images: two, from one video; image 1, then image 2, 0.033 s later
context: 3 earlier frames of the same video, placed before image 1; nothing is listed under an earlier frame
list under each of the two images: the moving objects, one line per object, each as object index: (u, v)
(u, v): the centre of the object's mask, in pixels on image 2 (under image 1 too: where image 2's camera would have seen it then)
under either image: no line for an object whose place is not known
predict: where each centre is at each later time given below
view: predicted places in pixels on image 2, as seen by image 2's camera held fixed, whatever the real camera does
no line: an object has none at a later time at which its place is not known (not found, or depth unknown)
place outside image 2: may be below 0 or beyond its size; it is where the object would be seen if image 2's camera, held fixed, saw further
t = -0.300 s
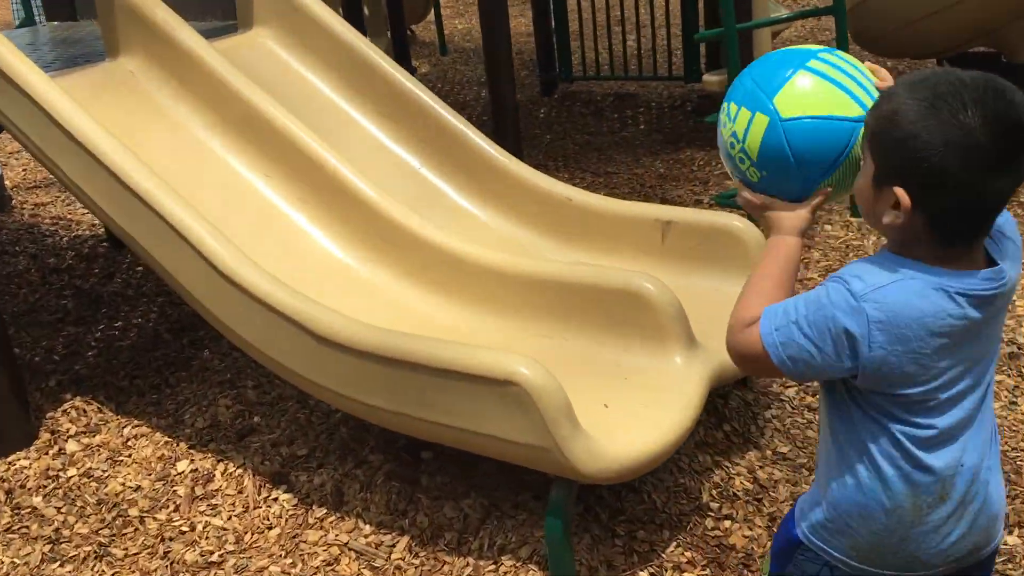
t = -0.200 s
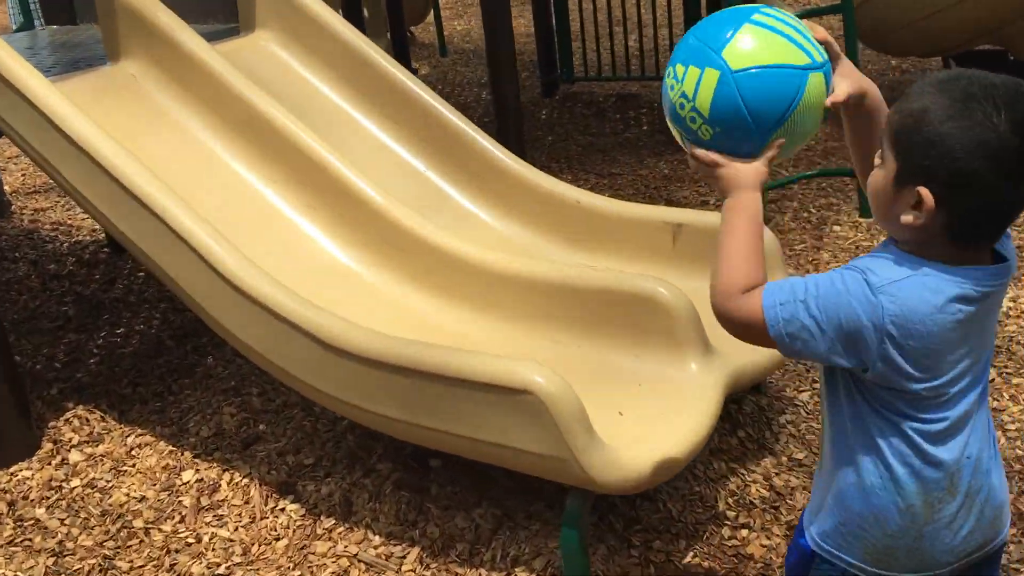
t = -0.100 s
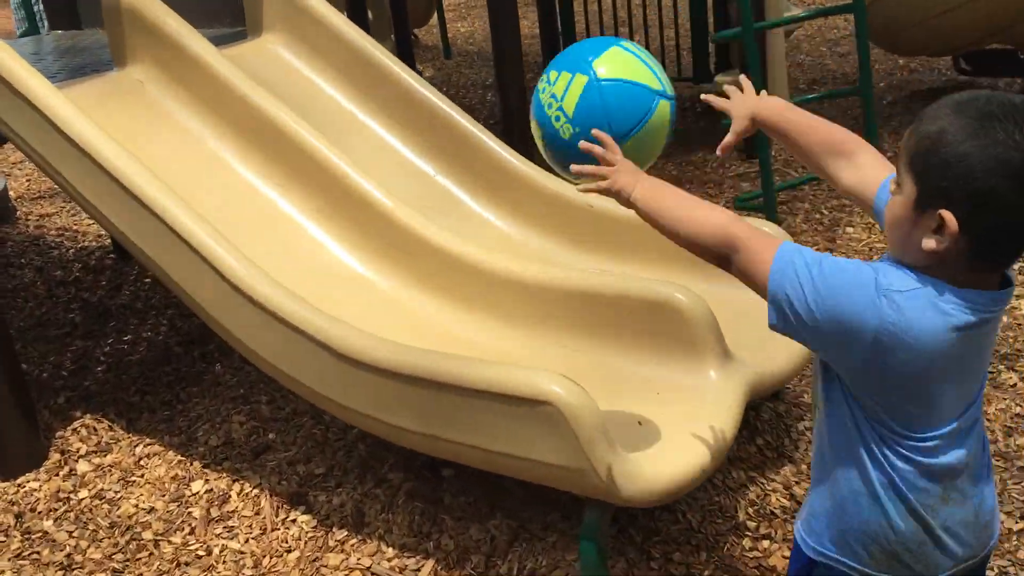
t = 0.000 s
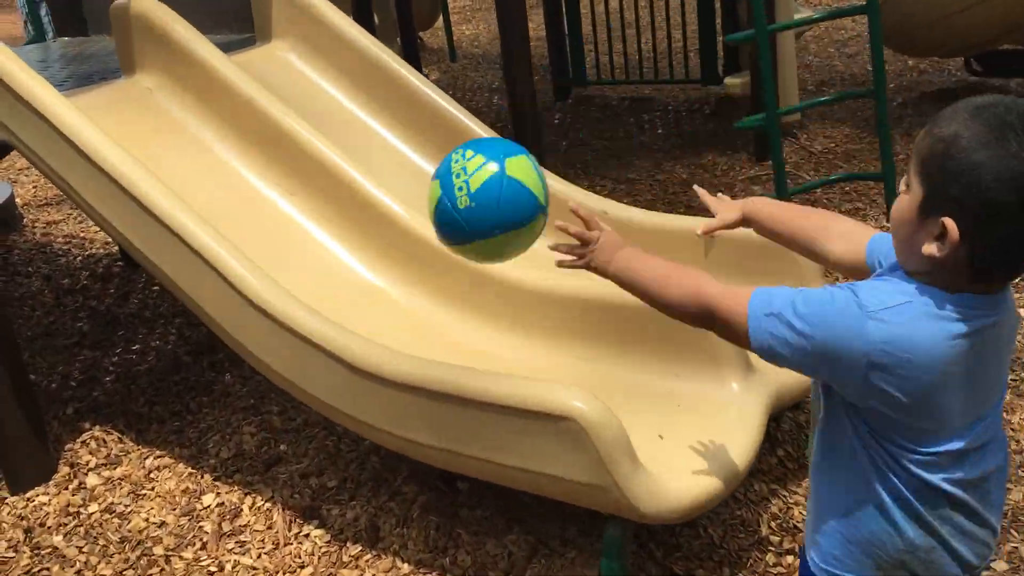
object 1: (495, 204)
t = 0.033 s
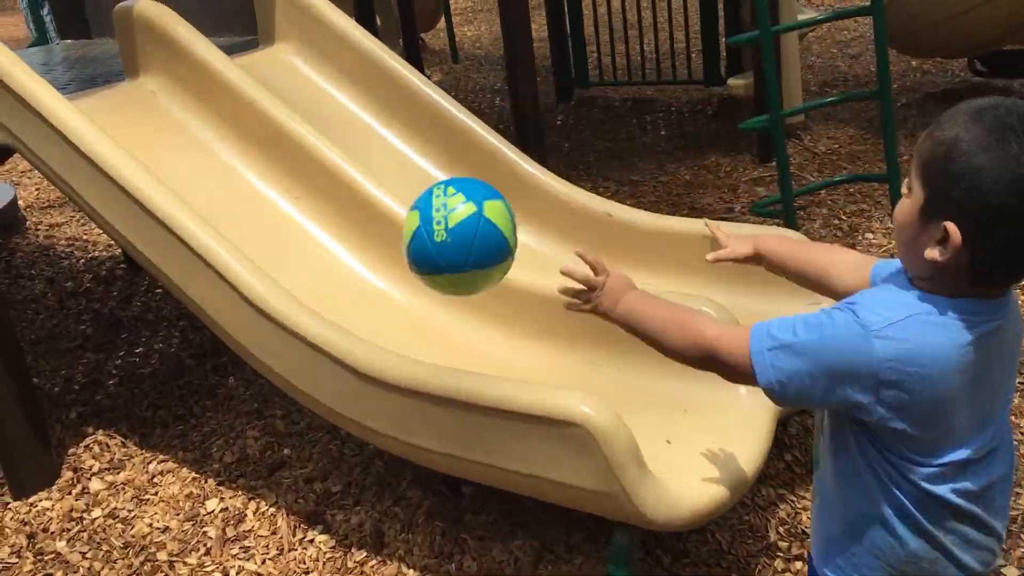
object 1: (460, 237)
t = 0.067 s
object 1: (430, 272)
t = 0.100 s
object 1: (405, 306)
